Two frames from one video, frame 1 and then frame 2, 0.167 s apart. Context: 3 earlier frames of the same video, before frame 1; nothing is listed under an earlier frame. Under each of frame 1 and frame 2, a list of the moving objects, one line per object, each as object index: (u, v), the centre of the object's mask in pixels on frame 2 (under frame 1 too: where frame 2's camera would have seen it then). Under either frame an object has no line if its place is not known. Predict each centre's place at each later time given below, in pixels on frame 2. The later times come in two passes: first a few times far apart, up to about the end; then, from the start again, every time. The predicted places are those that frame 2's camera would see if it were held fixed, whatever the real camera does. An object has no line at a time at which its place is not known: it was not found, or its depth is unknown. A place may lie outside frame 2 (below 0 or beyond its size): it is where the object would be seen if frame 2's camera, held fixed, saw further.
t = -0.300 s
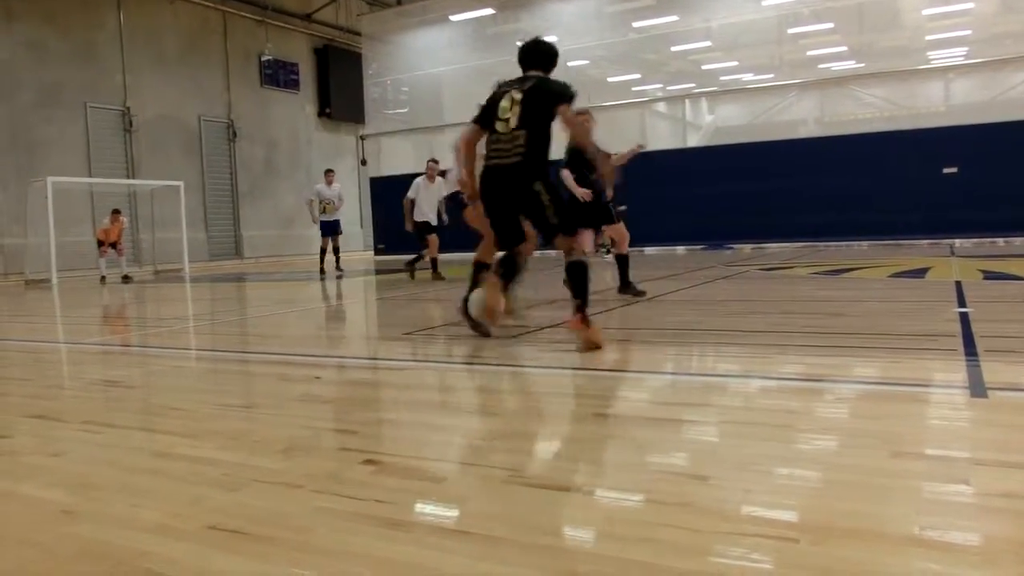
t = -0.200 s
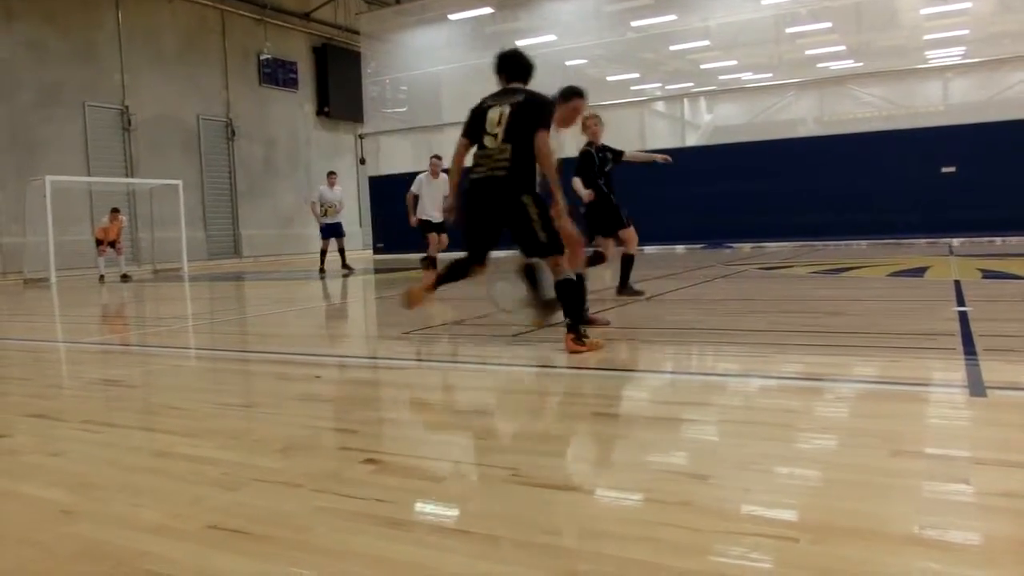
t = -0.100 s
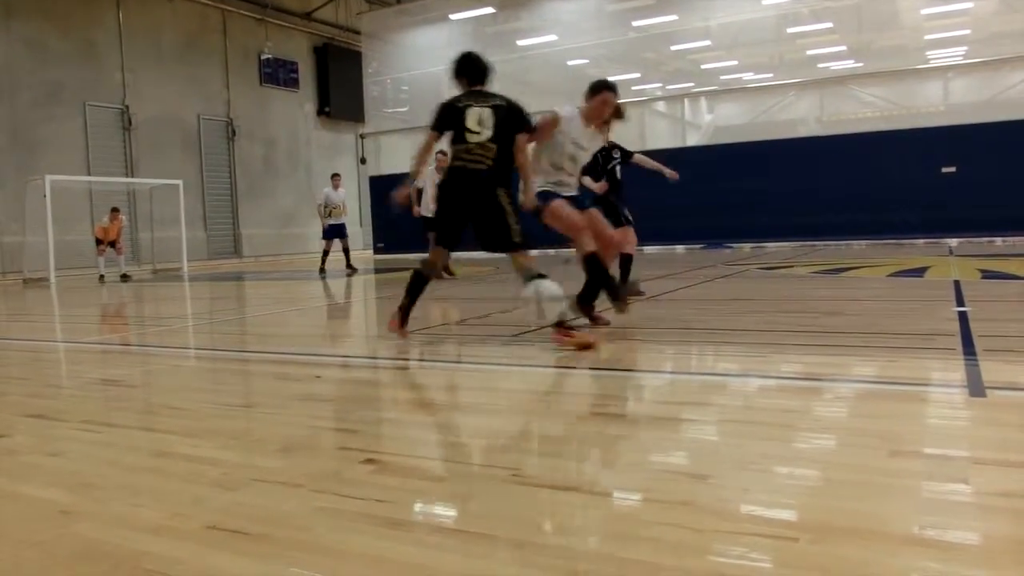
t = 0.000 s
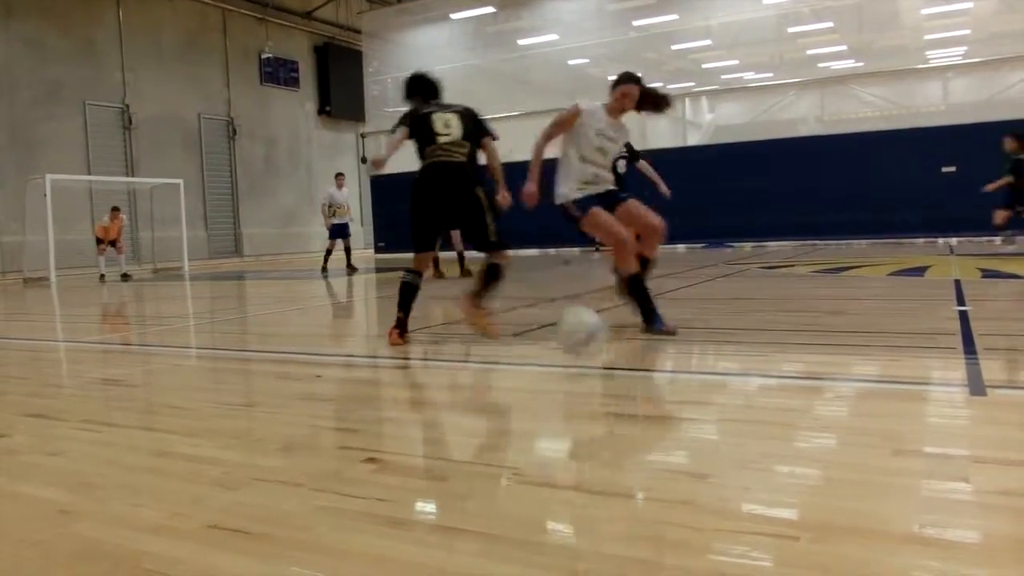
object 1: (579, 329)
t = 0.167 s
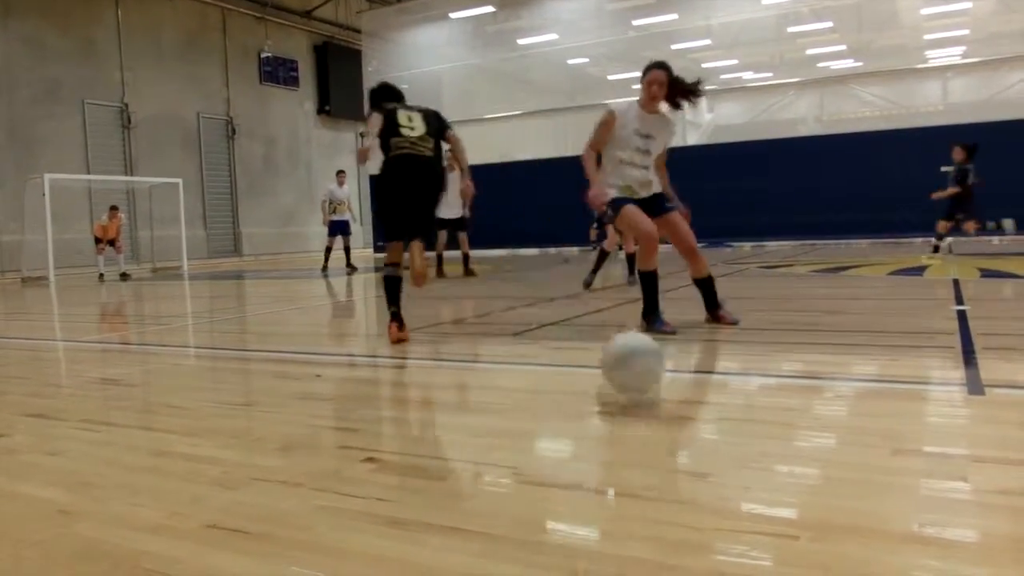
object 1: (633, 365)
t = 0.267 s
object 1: (668, 390)
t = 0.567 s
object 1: (790, 473)
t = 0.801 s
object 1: (998, 567)
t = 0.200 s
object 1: (645, 375)
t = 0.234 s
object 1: (657, 388)
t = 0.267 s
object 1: (668, 390)
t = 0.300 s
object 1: (680, 399)
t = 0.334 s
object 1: (689, 408)
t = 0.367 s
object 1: (701, 415)
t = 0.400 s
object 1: (711, 423)
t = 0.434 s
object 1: (725, 430)
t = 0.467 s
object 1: (737, 440)
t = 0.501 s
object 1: (754, 449)
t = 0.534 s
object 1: (770, 459)
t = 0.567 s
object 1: (790, 473)
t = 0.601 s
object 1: (811, 487)
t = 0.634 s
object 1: (833, 502)
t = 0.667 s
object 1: (859, 517)
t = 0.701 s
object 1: (889, 535)
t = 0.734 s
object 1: (922, 545)
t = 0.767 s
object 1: (957, 554)
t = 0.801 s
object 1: (998, 567)
